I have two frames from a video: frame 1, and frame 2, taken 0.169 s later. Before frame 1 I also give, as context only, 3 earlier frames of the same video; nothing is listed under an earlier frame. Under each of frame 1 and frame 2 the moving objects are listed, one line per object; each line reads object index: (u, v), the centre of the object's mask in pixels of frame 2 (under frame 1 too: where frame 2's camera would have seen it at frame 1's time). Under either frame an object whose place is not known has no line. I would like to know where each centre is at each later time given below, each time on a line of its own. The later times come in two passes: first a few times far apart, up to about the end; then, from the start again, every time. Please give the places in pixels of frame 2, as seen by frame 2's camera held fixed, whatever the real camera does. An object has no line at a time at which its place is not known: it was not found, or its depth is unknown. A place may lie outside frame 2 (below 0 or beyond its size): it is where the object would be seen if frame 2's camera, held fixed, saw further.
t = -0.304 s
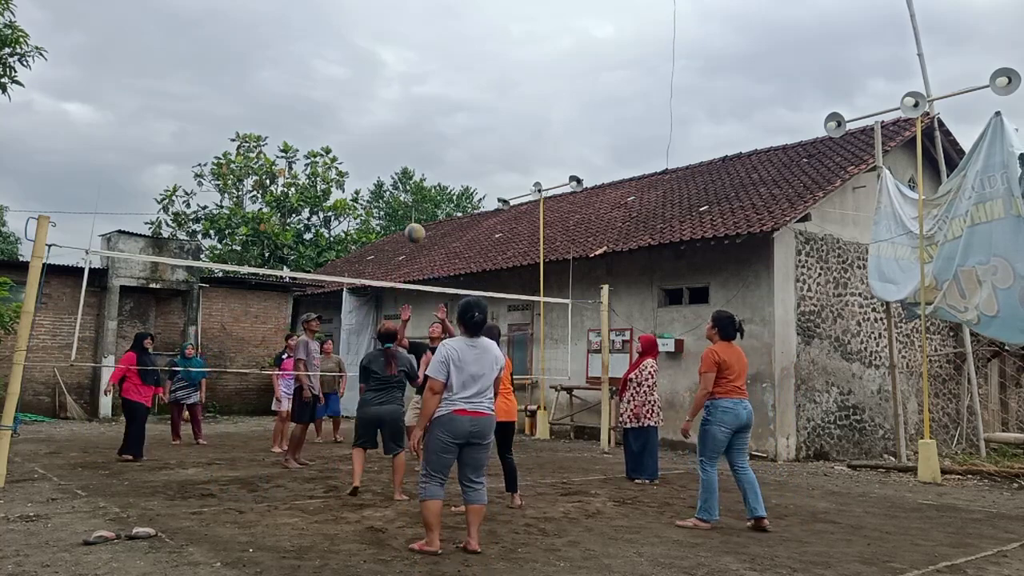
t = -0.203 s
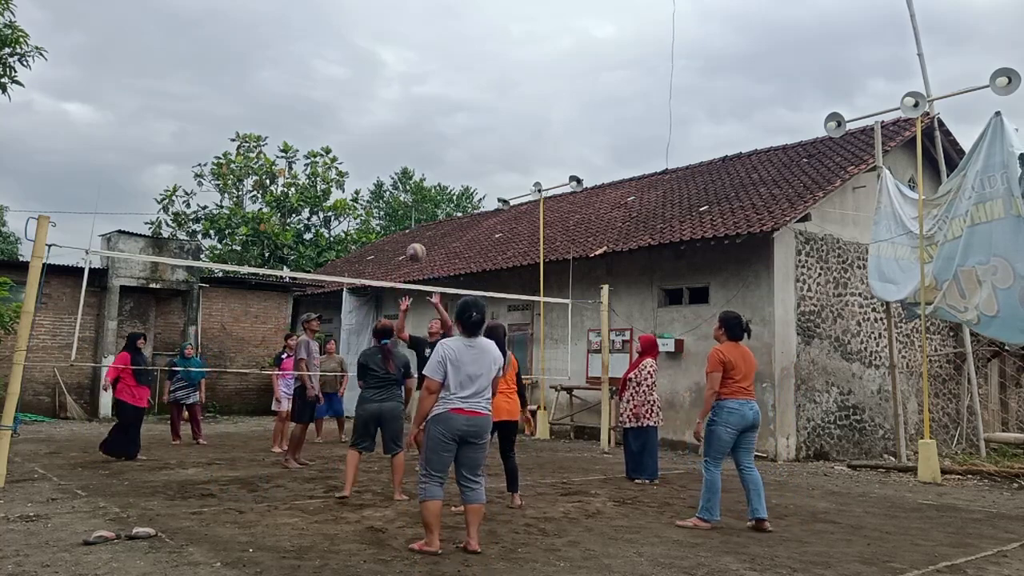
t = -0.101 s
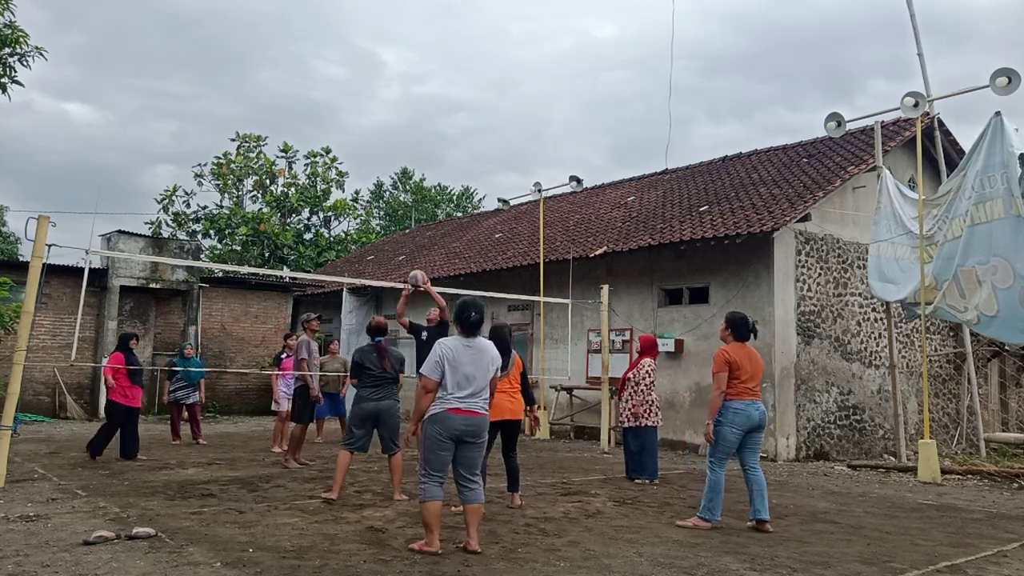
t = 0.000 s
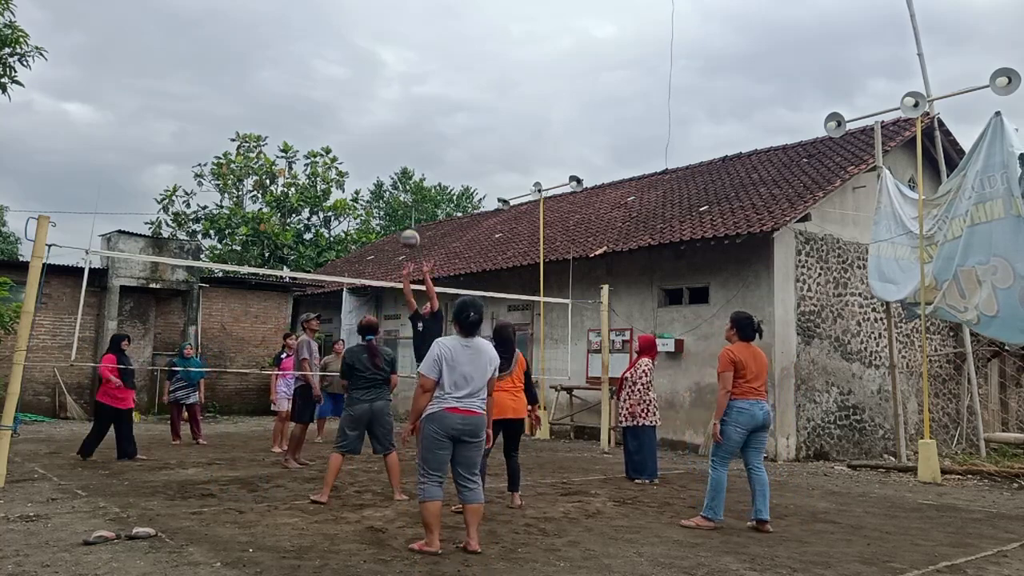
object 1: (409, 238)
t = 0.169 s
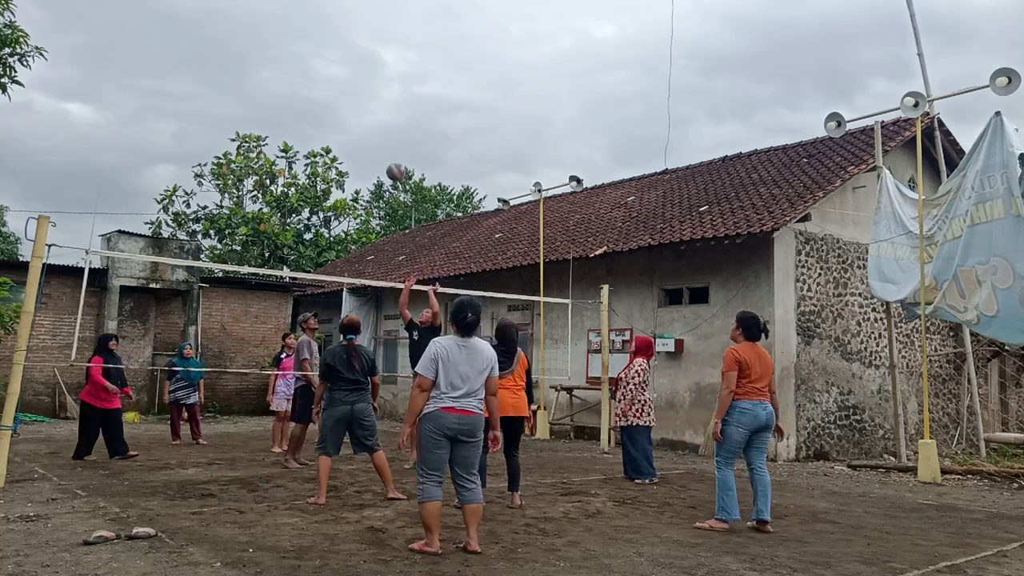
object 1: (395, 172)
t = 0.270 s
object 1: (386, 142)
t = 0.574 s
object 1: (356, 106)
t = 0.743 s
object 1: (338, 121)
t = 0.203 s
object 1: (392, 161)
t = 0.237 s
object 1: (389, 151)
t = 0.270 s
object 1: (386, 142)
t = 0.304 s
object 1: (383, 134)
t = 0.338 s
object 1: (379, 127)
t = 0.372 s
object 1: (376, 121)
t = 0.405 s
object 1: (372, 116)
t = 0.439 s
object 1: (369, 112)
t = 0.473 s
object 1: (365, 109)
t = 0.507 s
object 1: (362, 107)
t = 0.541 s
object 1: (358, 106)
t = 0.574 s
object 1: (356, 106)
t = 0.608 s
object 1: (352, 107)
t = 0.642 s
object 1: (349, 109)
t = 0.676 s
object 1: (345, 112)
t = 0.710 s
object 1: (342, 116)
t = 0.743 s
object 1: (338, 121)
